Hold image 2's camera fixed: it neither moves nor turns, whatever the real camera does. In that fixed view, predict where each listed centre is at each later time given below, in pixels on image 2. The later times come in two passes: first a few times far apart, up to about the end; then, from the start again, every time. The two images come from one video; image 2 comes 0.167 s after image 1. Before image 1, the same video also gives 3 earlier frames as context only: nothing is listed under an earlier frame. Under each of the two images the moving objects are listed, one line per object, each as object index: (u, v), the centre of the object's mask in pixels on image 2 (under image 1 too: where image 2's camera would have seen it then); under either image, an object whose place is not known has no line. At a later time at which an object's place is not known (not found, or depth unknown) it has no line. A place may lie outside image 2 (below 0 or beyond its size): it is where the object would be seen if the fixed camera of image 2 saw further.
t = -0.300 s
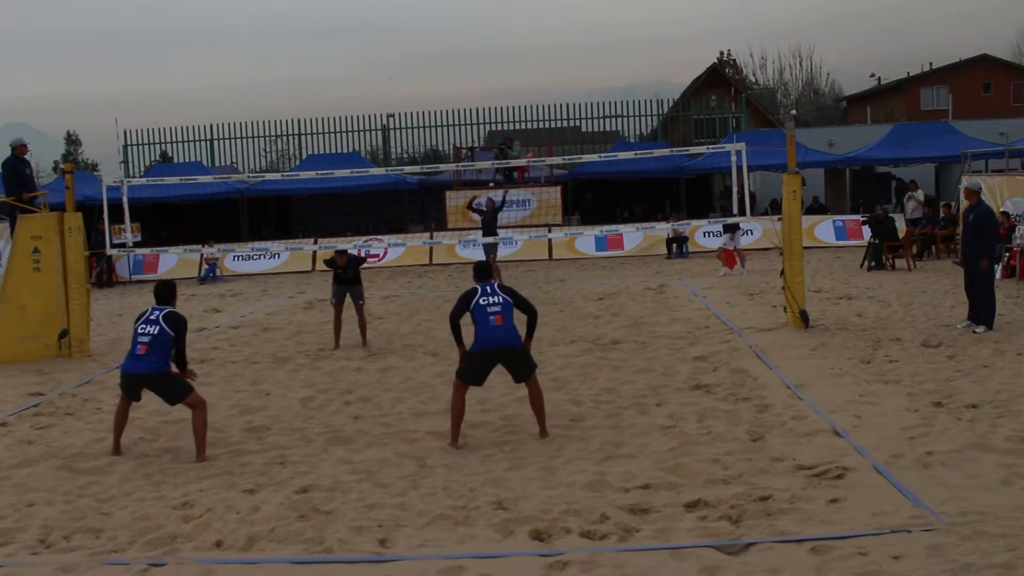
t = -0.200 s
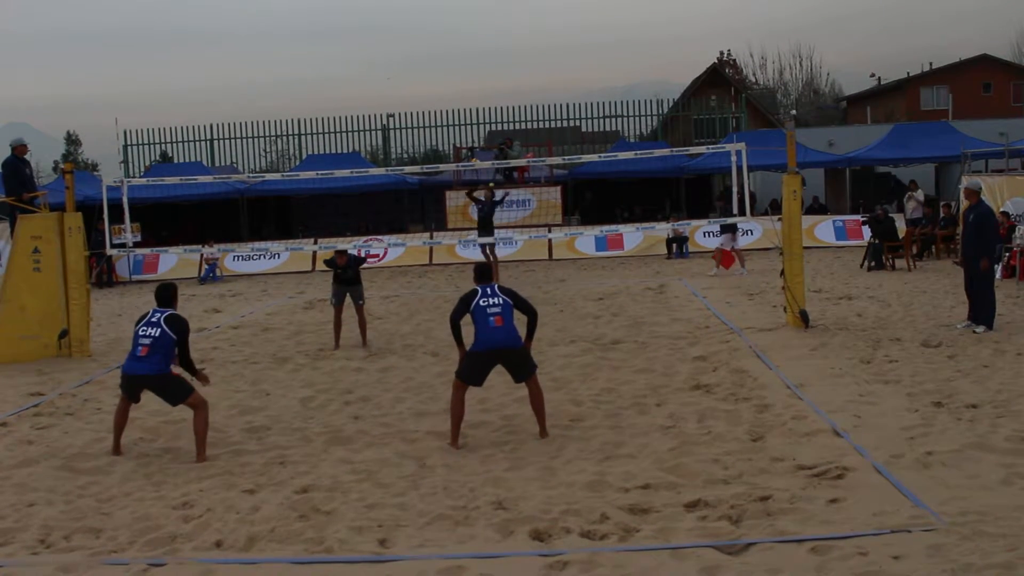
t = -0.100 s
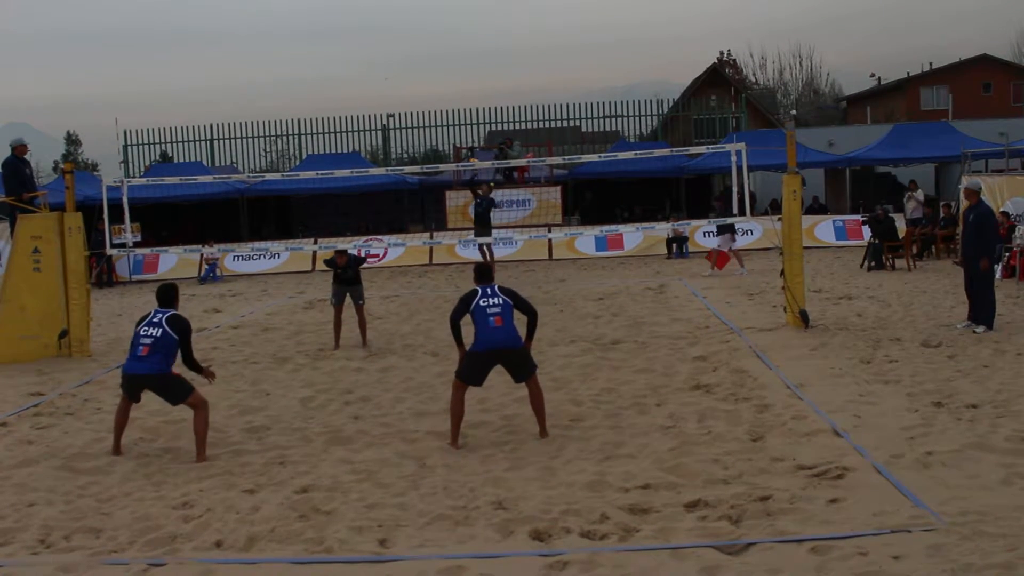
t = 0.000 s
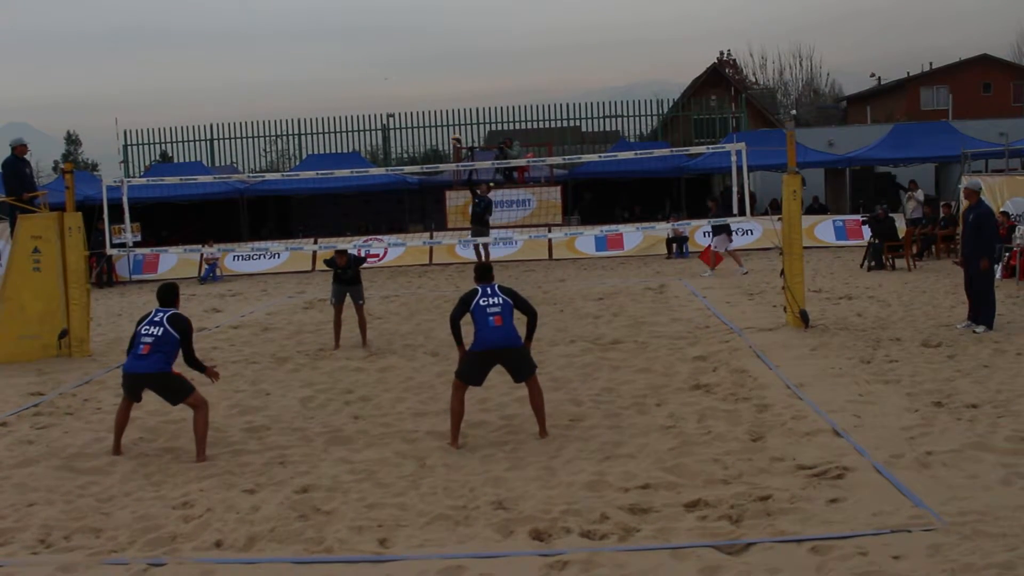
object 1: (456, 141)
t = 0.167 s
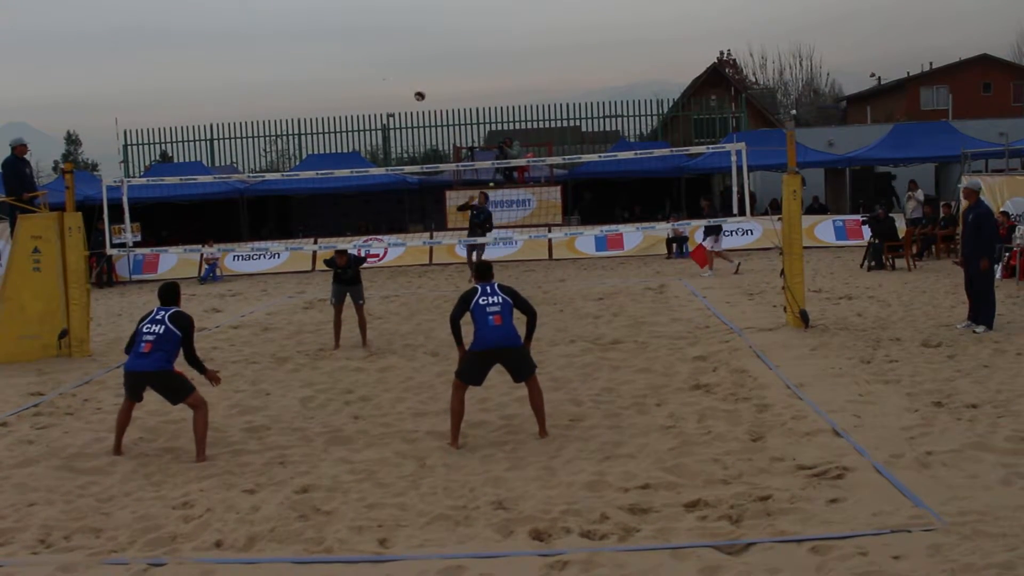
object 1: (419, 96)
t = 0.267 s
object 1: (397, 74)
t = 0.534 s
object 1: (331, 35)
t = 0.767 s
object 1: (267, 36)
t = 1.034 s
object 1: (183, 89)
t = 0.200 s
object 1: (412, 88)
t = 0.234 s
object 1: (404, 81)
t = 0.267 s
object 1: (397, 74)
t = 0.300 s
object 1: (389, 67)
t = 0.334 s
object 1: (381, 60)
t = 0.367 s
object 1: (373, 55)
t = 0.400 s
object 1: (365, 50)
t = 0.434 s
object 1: (357, 45)
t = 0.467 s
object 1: (348, 41)
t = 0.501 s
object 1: (340, 37)
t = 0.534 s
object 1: (331, 35)
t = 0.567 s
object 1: (323, 33)
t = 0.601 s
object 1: (314, 32)
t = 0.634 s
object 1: (305, 32)
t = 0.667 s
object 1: (295, 31)
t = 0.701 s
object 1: (286, 32)
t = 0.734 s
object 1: (276, 34)
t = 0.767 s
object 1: (267, 36)
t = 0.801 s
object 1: (257, 40)
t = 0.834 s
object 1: (247, 44)
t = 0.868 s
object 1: (236, 49)
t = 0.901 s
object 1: (226, 55)
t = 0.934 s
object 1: (215, 62)
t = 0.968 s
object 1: (205, 70)
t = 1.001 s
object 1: (194, 79)
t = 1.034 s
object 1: (183, 89)
